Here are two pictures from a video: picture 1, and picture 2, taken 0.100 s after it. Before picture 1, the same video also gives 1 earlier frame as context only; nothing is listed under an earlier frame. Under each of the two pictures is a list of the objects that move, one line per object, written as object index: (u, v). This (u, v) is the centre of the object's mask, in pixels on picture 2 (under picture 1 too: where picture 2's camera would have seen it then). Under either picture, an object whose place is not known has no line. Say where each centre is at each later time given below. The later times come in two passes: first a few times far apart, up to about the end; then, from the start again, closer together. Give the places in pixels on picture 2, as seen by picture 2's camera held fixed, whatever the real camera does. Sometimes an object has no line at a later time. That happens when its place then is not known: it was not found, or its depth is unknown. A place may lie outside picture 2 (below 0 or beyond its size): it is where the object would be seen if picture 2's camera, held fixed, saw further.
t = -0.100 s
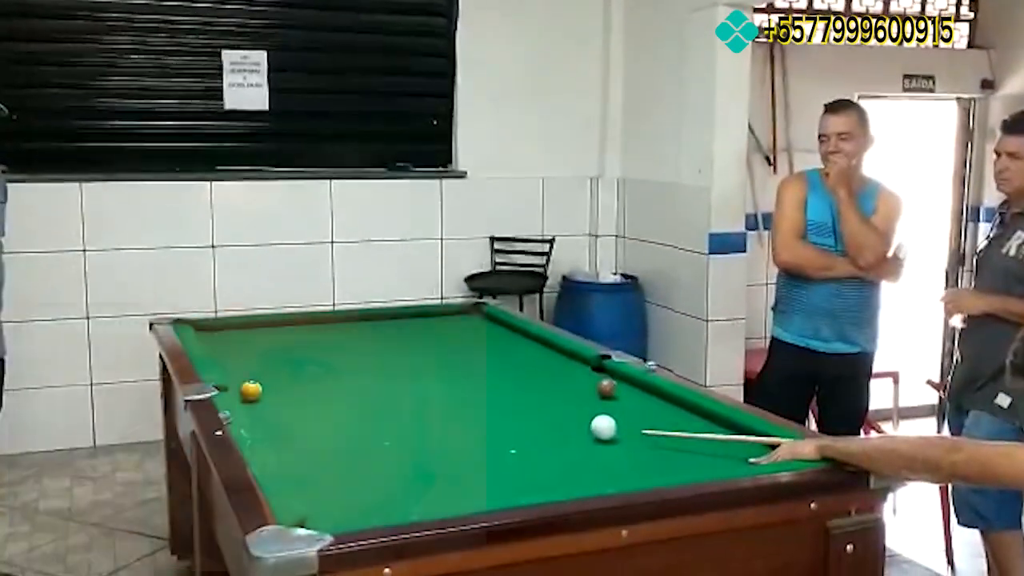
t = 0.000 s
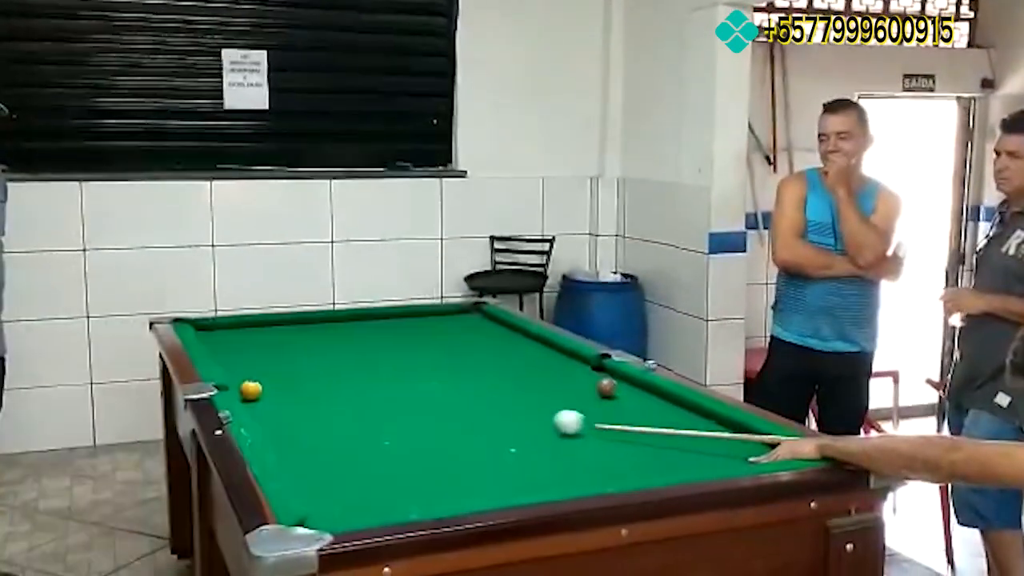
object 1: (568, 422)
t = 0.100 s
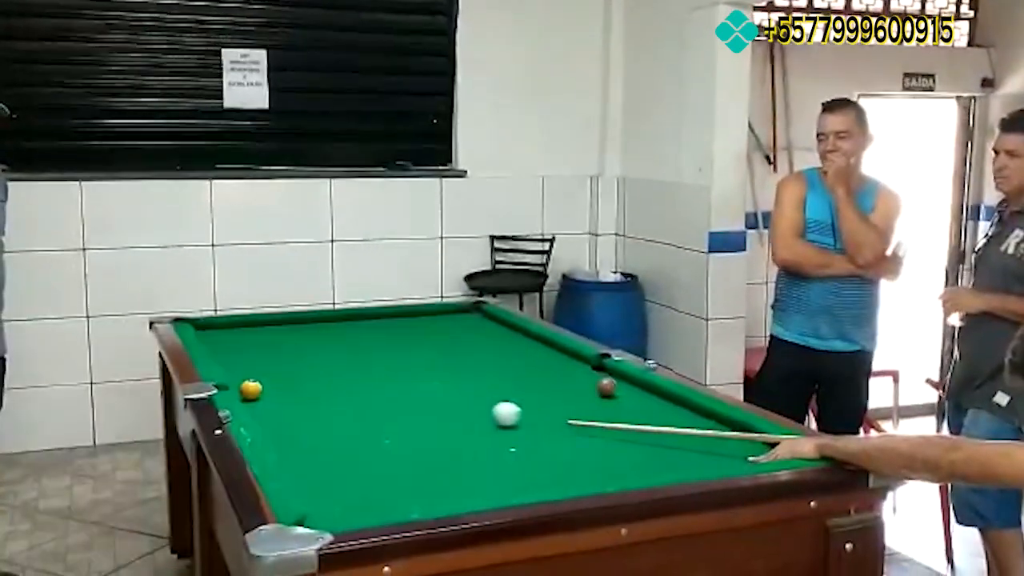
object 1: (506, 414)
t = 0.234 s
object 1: (443, 407)
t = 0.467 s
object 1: (343, 395)
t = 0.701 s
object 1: (263, 383)
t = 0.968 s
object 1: (235, 367)
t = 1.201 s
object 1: (244, 354)
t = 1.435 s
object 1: (250, 343)
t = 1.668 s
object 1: (256, 333)
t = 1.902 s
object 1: (260, 325)
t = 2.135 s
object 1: (272, 322)
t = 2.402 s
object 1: (295, 326)
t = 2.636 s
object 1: (314, 330)
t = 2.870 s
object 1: (333, 334)
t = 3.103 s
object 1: (351, 338)
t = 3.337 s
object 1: (369, 341)
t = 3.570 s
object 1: (386, 345)
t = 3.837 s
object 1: (406, 349)
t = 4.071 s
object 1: (421, 352)
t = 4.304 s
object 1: (436, 356)
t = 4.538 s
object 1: (451, 359)
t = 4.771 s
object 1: (464, 361)
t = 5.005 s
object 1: (476, 364)
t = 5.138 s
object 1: (483, 366)
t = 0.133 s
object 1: (489, 412)
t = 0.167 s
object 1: (473, 410)
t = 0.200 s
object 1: (457, 408)
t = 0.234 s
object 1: (443, 407)
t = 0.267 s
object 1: (428, 405)
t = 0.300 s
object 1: (413, 403)
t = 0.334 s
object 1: (399, 401)
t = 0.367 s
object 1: (384, 399)
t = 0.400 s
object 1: (370, 398)
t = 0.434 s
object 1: (357, 396)
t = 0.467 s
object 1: (343, 395)
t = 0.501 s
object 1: (329, 393)
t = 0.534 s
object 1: (316, 391)
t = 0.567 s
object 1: (303, 390)
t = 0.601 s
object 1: (290, 388)
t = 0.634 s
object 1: (277, 387)
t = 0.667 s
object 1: (269, 385)
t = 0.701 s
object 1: (263, 383)
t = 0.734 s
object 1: (256, 381)
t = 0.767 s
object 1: (250, 379)
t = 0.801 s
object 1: (244, 377)
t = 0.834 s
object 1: (238, 375)
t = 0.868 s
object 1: (232, 373)
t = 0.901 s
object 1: (233, 371)
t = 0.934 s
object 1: (234, 369)
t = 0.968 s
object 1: (235, 367)
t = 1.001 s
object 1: (237, 365)
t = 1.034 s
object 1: (238, 363)
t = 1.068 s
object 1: (239, 361)
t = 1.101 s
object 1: (240, 360)
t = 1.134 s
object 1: (241, 358)
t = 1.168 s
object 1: (242, 356)
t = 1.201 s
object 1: (244, 354)
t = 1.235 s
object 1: (245, 352)
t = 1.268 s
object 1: (245, 351)
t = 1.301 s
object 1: (247, 349)
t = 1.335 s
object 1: (248, 348)
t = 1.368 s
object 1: (248, 346)
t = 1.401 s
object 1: (249, 345)
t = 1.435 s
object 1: (250, 343)
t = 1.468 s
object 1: (251, 341)
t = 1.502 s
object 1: (252, 340)
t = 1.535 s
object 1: (253, 339)
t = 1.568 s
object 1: (254, 337)
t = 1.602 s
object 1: (254, 336)
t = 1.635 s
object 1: (255, 334)
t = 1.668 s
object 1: (256, 333)
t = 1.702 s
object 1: (257, 332)
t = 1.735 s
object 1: (257, 330)
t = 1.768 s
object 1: (258, 329)
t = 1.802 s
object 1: (258, 328)
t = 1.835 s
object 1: (259, 327)
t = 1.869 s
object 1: (260, 326)
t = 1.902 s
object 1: (260, 325)
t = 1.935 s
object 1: (261, 323)
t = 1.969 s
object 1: (261, 322)
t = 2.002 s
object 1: (262, 321)
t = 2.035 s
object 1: (263, 320)
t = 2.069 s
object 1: (266, 320)
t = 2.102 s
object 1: (269, 321)
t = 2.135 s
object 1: (272, 322)
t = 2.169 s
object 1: (275, 322)
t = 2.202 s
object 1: (278, 323)
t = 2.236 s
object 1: (281, 323)
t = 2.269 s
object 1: (284, 324)
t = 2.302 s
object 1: (286, 324)
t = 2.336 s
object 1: (289, 325)
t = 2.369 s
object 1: (292, 326)
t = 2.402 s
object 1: (295, 326)
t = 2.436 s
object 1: (297, 327)
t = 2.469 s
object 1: (300, 327)
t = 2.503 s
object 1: (303, 328)
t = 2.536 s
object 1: (306, 328)
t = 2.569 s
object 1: (308, 329)
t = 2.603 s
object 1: (311, 330)
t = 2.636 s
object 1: (314, 330)
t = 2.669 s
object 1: (316, 331)
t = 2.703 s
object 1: (319, 331)
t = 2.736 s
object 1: (322, 331)
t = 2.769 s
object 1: (325, 332)
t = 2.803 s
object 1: (327, 333)
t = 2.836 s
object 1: (330, 333)
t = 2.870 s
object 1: (333, 334)
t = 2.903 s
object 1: (335, 334)
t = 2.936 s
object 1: (338, 335)
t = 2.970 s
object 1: (340, 336)
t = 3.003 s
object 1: (343, 336)
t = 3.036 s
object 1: (346, 337)
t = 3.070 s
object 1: (348, 338)
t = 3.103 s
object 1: (351, 338)
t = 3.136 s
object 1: (353, 339)
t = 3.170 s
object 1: (356, 339)
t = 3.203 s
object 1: (359, 340)
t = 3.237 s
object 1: (361, 340)
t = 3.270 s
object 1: (364, 341)
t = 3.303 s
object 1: (366, 341)
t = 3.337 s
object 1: (369, 341)
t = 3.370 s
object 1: (371, 342)
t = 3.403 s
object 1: (374, 342)
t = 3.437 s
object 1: (376, 343)
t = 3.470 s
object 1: (379, 344)
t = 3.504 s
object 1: (381, 344)
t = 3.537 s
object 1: (384, 345)
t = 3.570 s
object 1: (386, 345)
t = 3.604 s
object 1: (389, 346)
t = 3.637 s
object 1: (391, 346)
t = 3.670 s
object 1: (394, 347)
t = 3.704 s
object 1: (396, 347)
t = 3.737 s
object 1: (399, 348)
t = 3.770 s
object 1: (401, 348)
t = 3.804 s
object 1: (403, 348)
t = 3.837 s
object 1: (406, 349)
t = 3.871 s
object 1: (408, 350)
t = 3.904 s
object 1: (410, 350)
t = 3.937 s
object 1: (412, 351)
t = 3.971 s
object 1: (415, 351)
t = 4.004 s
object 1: (417, 352)
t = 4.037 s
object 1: (419, 352)
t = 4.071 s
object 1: (421, 352)
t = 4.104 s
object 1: (423, 353)
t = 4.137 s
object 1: (426, 353)
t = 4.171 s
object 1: (428, 354)
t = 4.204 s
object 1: (430, 354)
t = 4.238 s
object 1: (432, 355)
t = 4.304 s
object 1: (436, 356)
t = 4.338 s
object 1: (438, 356)
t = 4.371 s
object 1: (441, 357)
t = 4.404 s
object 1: (443, 357)
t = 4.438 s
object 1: (445, 357)
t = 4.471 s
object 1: (447, 358)
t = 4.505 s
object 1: (449, 358)
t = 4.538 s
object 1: (451, 359)
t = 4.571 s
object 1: (453, 359)
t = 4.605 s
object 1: (455, 359)
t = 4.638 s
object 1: (457, 360)
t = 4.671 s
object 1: (458, 360)
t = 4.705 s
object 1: (460, 361)
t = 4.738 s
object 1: (462, 361)
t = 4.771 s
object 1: (464, 361)
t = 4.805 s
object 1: (466, 362)
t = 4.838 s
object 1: (468, 362)
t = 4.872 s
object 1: (470, 362)
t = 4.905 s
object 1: (471, 363)
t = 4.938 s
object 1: (472, 363)
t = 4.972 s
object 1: (474, 364)
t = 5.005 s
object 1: (476, 364)
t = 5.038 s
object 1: (478, 365)
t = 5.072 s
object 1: (480, 365)
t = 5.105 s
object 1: (482, 366)
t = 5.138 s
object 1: (483, 366)
